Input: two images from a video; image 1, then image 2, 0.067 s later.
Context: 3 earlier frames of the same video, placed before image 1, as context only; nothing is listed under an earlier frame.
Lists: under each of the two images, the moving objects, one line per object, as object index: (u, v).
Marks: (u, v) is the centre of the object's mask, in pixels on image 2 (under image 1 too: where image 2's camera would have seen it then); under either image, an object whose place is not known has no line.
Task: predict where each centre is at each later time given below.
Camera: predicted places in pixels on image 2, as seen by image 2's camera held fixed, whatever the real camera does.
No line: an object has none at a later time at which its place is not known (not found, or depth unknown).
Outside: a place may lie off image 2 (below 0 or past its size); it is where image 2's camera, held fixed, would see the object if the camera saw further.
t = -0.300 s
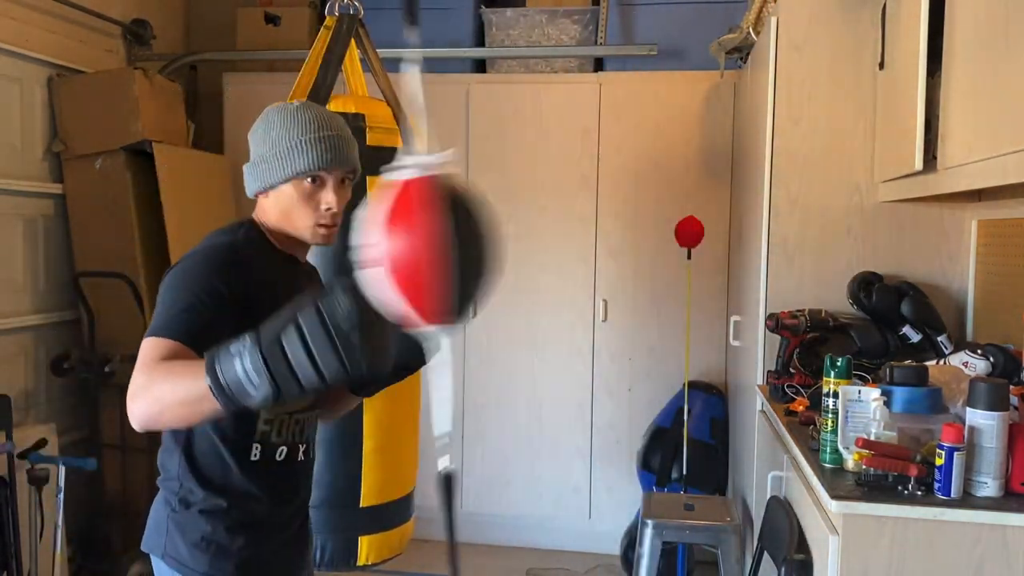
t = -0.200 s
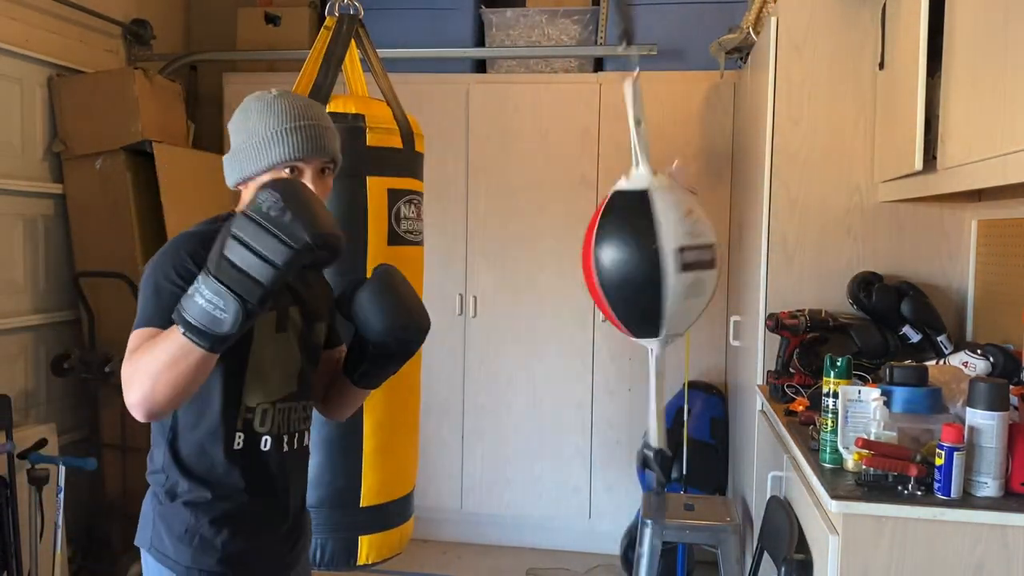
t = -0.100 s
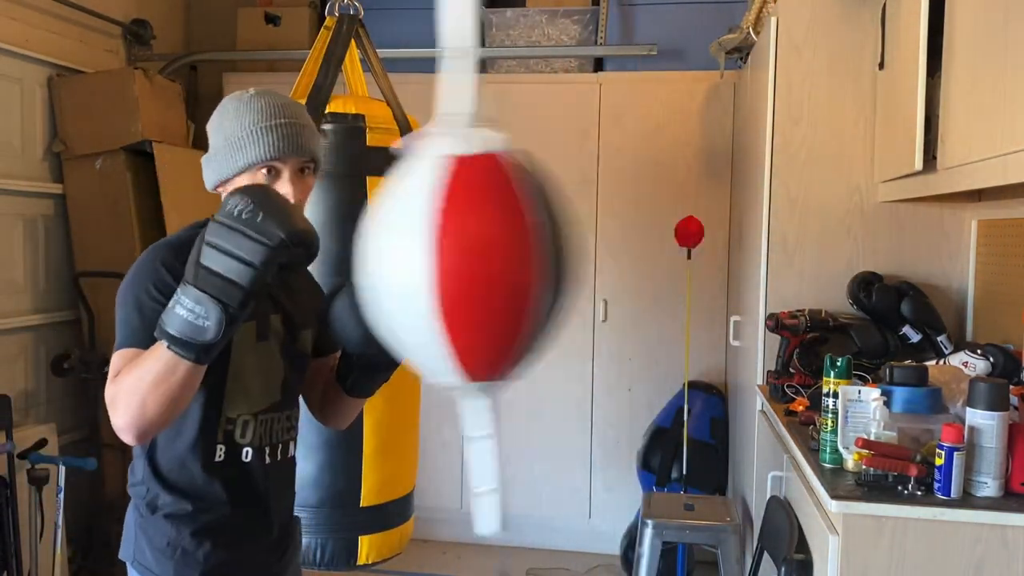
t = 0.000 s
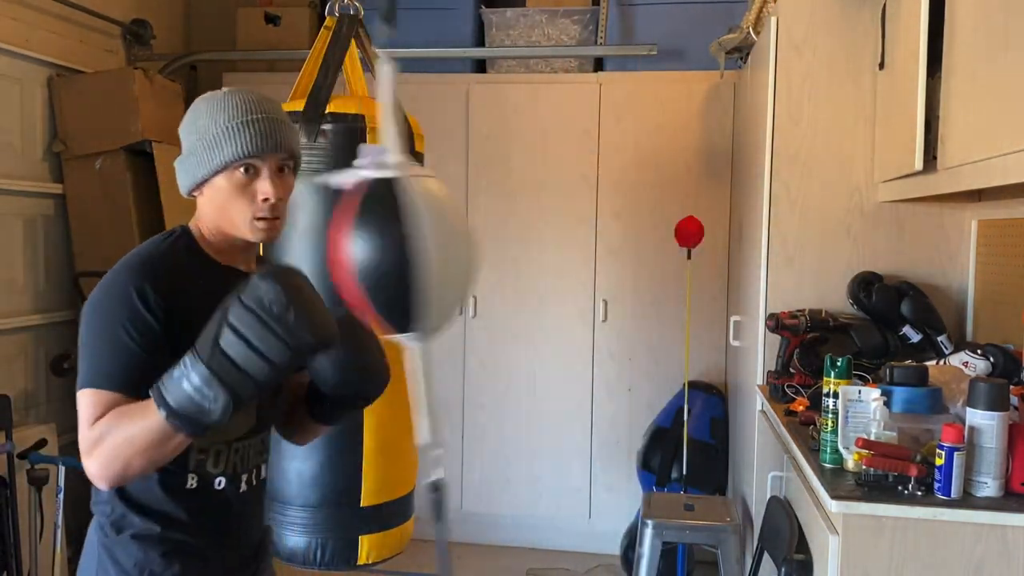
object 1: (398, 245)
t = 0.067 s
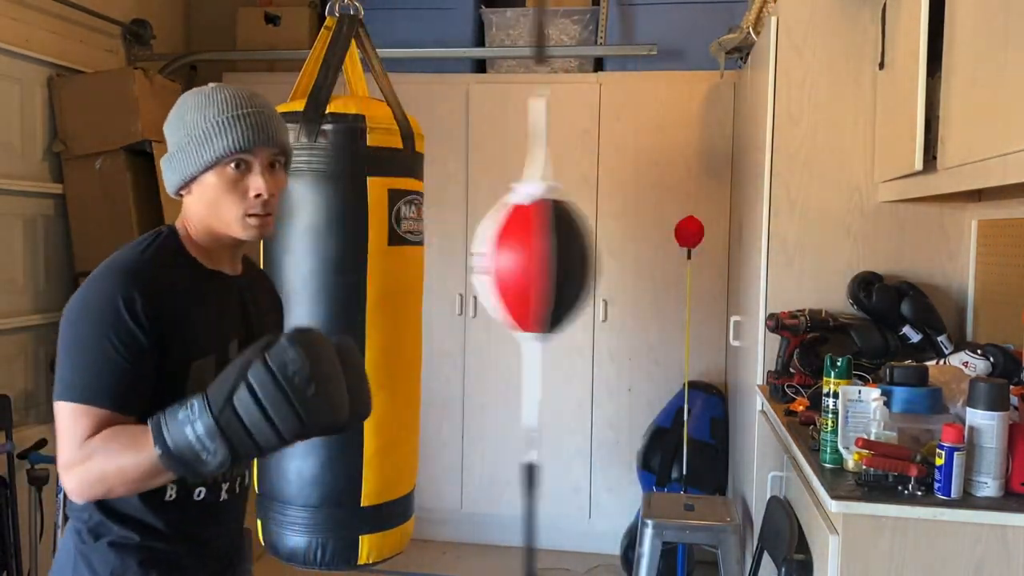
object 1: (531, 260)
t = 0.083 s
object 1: (566, 261)
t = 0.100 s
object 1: (594, 261)
